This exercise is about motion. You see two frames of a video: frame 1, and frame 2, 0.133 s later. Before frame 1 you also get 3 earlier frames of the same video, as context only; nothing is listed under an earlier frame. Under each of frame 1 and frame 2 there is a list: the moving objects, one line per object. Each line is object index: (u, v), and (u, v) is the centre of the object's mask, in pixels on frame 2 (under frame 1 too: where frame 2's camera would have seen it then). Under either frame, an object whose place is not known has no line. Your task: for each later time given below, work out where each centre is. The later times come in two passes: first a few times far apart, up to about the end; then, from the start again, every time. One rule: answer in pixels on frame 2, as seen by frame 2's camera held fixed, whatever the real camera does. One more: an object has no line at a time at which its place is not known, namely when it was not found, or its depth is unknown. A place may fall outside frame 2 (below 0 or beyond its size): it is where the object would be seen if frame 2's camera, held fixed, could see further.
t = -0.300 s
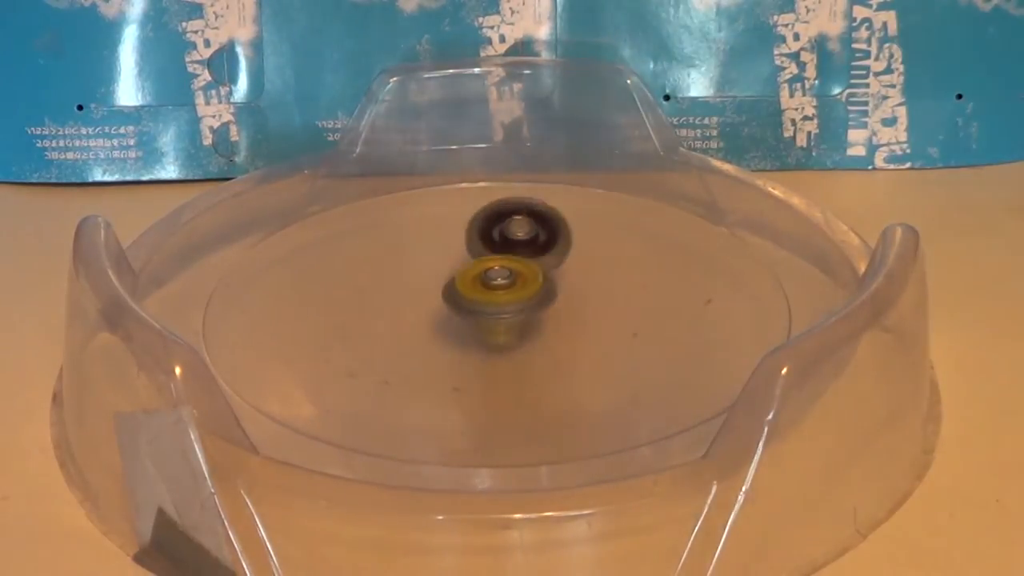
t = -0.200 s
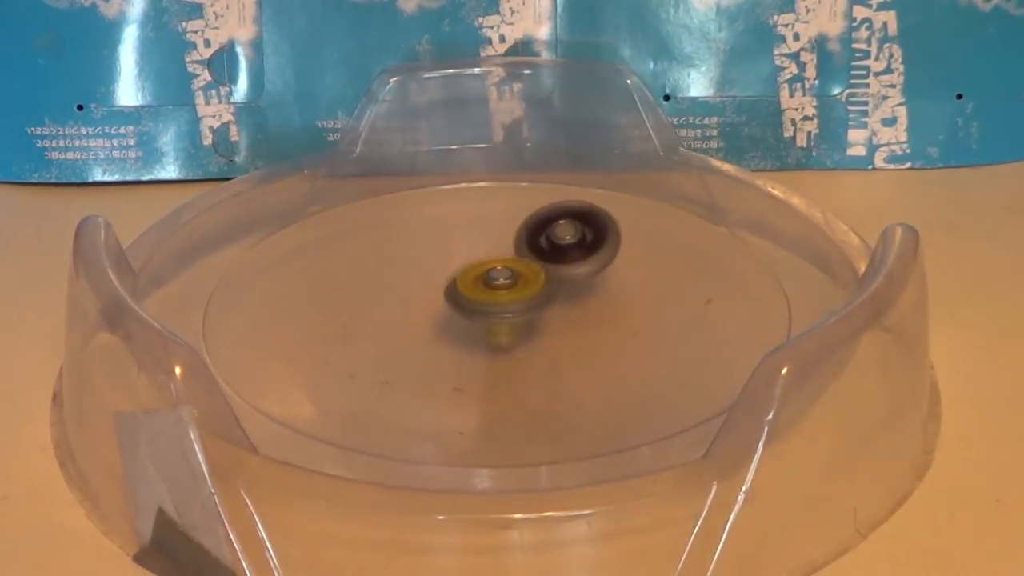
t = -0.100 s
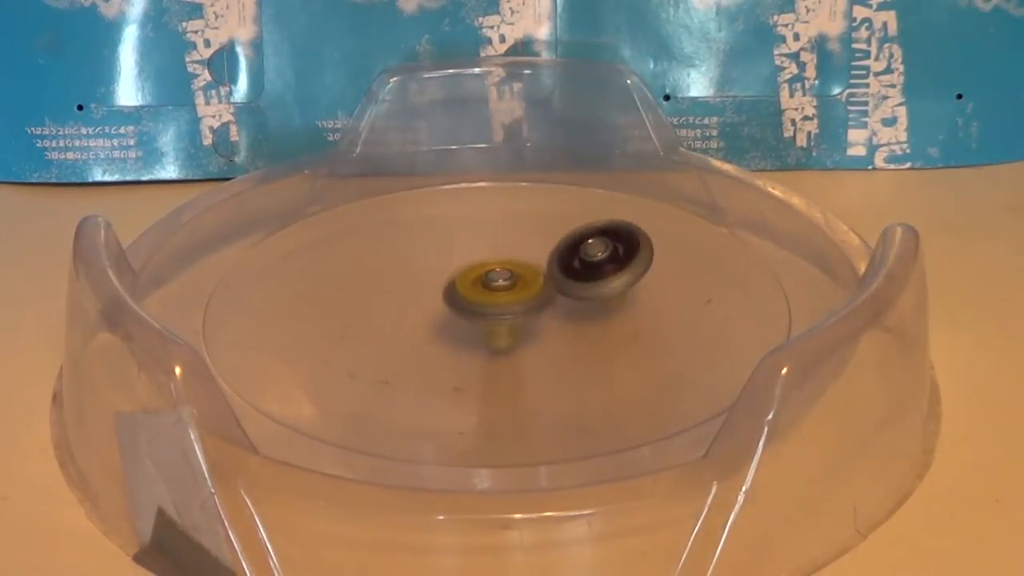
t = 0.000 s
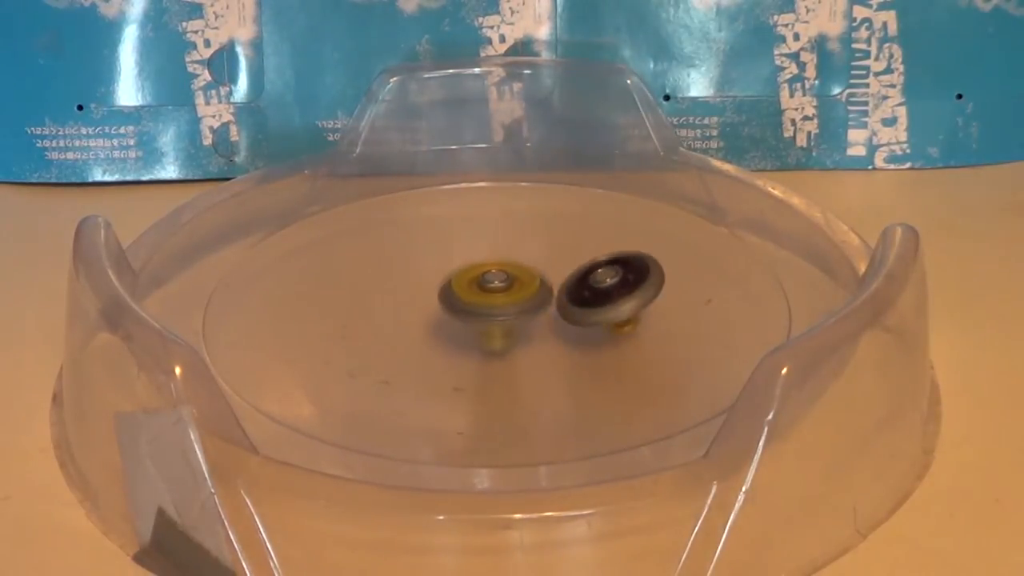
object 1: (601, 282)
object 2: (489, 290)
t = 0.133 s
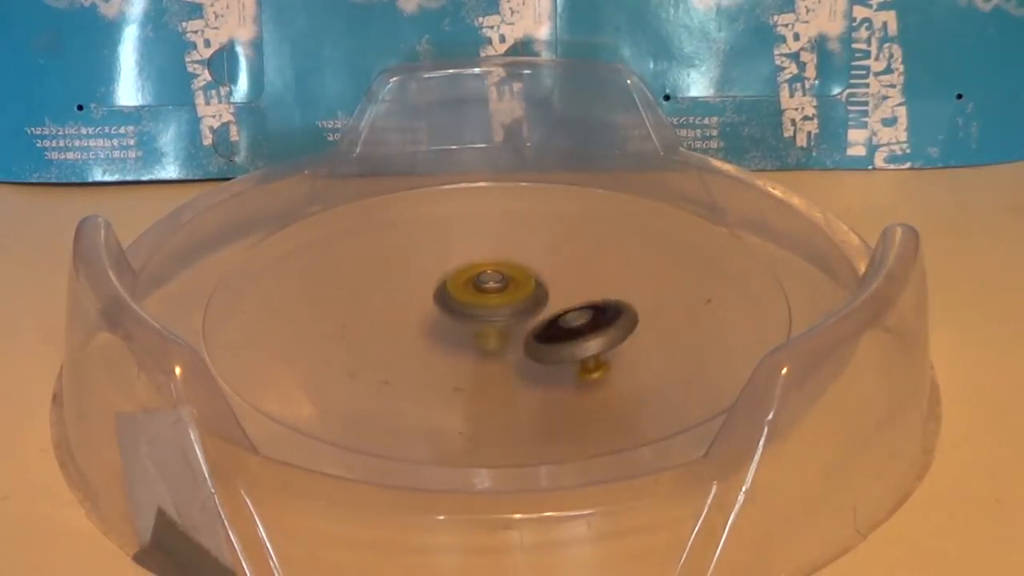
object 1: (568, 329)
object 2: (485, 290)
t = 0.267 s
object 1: (493, 356)
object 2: (490, 293)
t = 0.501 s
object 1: (387, 326)
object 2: (495, 288)
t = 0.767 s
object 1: (427, 255)
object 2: (491, 290)
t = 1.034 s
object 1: (552, 240)
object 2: (488, 290)
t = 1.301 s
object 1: (577, 316)
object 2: (481, 291)
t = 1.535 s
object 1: (458, 350)
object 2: (480, 288)
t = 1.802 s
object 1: (388, 300)
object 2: (503, 293)
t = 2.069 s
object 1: (484, 243)
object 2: (497, 288)
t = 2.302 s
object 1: (556, 283)
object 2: (452, 287)
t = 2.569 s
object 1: (478, 348)
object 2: (460, 282)
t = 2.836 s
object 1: (402, 331)
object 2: (492, 281)
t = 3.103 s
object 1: (453, 235)
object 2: (516, 276)
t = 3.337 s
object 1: (570, 244)
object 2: (481, 282)
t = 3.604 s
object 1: (548, 343)
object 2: (480, 281)
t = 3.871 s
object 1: (404, 337)
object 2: (477, 298)
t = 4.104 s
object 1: (387, 269)
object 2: (530, 288)
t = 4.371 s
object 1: (443, 251)
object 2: (510, 285)
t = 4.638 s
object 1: (506, 243)
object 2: (513, 293)
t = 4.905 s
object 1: (566, 270)
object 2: (456, 284)
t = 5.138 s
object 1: (581, 299)
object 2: (481, 298)
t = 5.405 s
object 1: (522, 338)
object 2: (463, 282)
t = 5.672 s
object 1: (466, 338)
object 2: (540, 285)
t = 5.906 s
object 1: (409, 285)
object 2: (494, 267)
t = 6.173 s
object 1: (459, 255)
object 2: (619, 297)
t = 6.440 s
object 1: (496, 262)
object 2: (396, 274)
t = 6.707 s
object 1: (615, 300)
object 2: (532, 289)
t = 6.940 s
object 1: (530, 333)
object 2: (438, 303)
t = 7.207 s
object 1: (415, 337)
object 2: (533, 298)
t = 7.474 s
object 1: (409, 316)
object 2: (480, 284)
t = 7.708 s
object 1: (417, 272)
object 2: (550, 278)
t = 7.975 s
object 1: (443, 240)
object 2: (636, 284)
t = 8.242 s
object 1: (458, 243)
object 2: (603, 280)
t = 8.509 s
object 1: (502, 270)
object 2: (576, 267)
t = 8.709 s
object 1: (495, 302)
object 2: (578, 281)
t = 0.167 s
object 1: (553, 337)
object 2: (485, 290)
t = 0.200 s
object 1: (535, 345)
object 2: (490, 293)
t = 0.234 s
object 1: (515, 351)
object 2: (491, 293)
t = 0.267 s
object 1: (493, 356)
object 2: (490, 293)
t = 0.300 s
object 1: (472, 356)
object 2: (491, 292)
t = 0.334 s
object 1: (449, 355)
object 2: (493, 292)
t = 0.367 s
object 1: (433, 353)
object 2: (492, 291)
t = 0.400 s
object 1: (419, 348)
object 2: (491, 288)
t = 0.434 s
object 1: (406, 342)
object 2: (493, 288)
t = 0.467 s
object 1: (397, 334)
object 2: (494, 288)
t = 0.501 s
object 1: (387, 326)
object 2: (495, 288)
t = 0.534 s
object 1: (380, 318)
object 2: (496, 288)
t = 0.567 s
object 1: (378, 308)
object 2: (496, 289)
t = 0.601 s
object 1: (380, 298)
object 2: (496, 289)
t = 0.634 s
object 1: (385, 288)
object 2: (497, 289)
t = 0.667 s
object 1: (393, 278)
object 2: (496, 290)
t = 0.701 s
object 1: (402, 268)
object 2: (494, 290)
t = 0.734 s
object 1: (412, 260)
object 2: (493, 290)
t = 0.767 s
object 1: (427, 255)
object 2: (491, 290)
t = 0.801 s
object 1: (443, 247)
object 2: (492, 290)
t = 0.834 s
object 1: (453, 241)
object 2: (488, 291)
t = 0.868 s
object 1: (472, 237)
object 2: (488, 292)
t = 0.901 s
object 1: (491, 234)
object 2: (487, 290)
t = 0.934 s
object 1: (507, 233)
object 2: (487, 291)
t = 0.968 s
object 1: (523, 233)
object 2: (486, 290)
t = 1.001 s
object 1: (538, 236)
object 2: (486, 289)
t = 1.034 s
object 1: (552, 240)
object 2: (488, 290)
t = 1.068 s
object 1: (564, 246)
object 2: (489, 289)
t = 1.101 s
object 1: (574, 253)
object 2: (491, 288)
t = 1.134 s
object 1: (584, 262)
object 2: (493, 288)
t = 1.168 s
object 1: (589, 272)
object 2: (498, 289)
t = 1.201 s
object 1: (591, 284)
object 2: (497, 288)
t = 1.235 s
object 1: (590, 294)
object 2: (492, 289)
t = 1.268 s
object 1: (585, 305)
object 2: (481, 289)
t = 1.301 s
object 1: (577, 316)
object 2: (481, 291)
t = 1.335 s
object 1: (565, 325)
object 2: (480, 291)
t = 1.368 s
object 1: (552, 333)
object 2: (479, 292)
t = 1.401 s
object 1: (536, 340)
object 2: (479, 292)
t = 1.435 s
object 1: (518, 344)
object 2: (479, 292)
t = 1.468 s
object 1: (498, 349)
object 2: (479, 292)
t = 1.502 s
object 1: (479, 350)
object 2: (482, 291)
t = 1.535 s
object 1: (458, 350)
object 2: (480, 288)
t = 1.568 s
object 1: (441, 346)
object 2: (484, 287)
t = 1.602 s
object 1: (426, 342)
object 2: (487, 287)
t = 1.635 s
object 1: (412, 337)
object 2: (491, 287)
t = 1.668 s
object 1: (402, 330)
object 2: (496, 288)
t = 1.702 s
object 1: (395, 324)
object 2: (499, 289)
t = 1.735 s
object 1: (389, 315)
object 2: (501, 290)
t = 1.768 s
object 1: (387, 308)
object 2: (503, 291)
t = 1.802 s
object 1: (388, 300)
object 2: (503, 293)
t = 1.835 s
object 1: (393, 291)
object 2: (504, 293)
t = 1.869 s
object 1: (401, 283)
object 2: (505, 294)
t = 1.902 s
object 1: (411, 275)
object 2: (505, 293)
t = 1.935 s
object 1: (422, 266)
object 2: (503, 294)
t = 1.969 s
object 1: (435, 261)
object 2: (503, 293)
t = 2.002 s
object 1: (451, 253)
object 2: (501, 292)
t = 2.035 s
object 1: (469, 247)
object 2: (501, 292)
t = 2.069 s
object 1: (484, 243)
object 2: (497, 288)
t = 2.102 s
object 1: (505, 240)
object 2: (493, 289)
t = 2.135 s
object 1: (525, 240)
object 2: (492, 286)
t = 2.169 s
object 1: (541, 242)
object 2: (488, 284)
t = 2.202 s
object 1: (549, 247)
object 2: (477, 282)
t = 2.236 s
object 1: (553, 258)
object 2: (464, 285)
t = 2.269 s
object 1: (556, 270)
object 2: (458, 286)
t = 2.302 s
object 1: (556, 283)
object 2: (452, 287)
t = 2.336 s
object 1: (556, 294)
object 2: (445, 286)
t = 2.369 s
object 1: (552, 306)
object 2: (441, 285)
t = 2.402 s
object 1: (546, 316)
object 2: (438, 284)
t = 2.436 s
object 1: (536, 326)
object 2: (439, 283)
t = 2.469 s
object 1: (525, 334)
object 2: (442, 282)
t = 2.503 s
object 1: (511, 339)
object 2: (446, 281)
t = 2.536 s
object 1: (498, 343)
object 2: (454, 279)
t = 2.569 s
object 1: (478, 348)
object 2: (460, 282)
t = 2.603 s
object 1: (463, 349)
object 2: (467, 285)
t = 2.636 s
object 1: (446, 352)
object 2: (477, 283)
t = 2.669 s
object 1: (427, 359)
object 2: (490, 270)
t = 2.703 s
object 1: (417, 357)
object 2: (498, 268)
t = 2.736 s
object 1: (411, 351)
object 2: (497, 272)
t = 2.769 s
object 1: (407, 345)
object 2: (495, 275)
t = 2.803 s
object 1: (403, 338)
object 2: (491, 278)
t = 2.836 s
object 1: (402, 331)
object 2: (492, 281)
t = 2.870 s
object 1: (405, 321)
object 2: (487, 282)
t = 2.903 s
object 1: (398, 310)
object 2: (500, 276)
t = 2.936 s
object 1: (399, 294)
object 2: (513, 274)
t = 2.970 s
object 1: (408, 279)
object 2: (513, 274)
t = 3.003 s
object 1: (418, 265)
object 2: (514, 273)
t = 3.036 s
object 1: (429, 251)
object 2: (515, 274)
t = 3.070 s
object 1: (443, 243)
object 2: (516, 274)
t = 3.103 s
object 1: (453, 235)
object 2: (516, 276)
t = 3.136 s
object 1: (470, 231)
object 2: (511, 277)
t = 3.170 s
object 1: (490, 227)
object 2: (506, 279)
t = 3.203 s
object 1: (511, 224)
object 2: (503, 282)
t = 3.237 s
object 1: (529, 226)
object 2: (496, 283)
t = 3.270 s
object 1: (545, 229)
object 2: (489, 282)
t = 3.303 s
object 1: (560, 236)
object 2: (484, 282)
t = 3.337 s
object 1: (570, 244)
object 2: (481, 282)
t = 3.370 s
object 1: (580, 255)
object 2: (478, 282)
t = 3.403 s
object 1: (587, 266)
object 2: (476, 281)
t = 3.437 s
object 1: (591, 277)
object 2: (472, 278)
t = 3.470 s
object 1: (589, 291)
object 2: (472, 277)
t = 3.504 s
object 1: (585, 305)
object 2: (476, 280)
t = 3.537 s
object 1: (576, 319)
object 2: (476, 280)
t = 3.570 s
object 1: (565, 330)
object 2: (478, 279)
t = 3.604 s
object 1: (548, 343)
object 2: (480, 281)
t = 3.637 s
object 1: (531, 350)
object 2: (483, 283)
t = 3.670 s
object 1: (510, 355)
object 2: (485, 286)
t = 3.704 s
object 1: (488, 359)
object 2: (487, 288)
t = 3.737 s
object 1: (468, 359)
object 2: (485, 290)
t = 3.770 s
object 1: (448, 356)
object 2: (481, 292)
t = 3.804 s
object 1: (432, 350)
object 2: (481, 294)
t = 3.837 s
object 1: (417, 344)
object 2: (479, 295)
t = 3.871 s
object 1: (404, 337)
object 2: (477, 298)
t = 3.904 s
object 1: (398, 324)
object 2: (480, 294)
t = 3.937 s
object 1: (383, 308)
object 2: (505, 288)
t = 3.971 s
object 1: (377, 292)
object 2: (515, 286)
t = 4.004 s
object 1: (378, 279)
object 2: (524, 288)
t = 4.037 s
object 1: (382, 273)
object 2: (523, 286)
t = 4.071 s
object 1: (385, 270)
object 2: (528, 287)
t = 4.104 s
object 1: (387, 269)
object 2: (530, 288)
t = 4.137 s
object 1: (389, 269)
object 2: (528, 290)
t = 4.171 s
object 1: (393, 269)
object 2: (529, 290)
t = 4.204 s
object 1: (398, 267)
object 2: (522, 290)
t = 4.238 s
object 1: (409, 265)
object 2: (521, 290)
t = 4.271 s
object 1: (418, 261)
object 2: (519, 289)
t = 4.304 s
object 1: (428, 258)
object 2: (517, 288)
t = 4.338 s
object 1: (437, 258)
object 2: (512, 286)
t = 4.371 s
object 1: (443, 251)
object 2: (510, 285)
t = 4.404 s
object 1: (449, 248)
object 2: (509, 281)
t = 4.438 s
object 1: (455, 246)
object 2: (512, 277)
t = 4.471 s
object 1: (464, 244)
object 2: (513, 278)
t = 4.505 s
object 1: (473, 242)
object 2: (518, 273)
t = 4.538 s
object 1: (481, 241)
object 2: (518, 276)
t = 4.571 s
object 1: (488, 242)
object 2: (520, 283)
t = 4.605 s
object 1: (503, 241)
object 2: (517, 289)
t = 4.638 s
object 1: (506, 243)
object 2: (513, 293)
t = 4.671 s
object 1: (515, 246)
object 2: (509, 297)
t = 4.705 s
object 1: (524, 249)
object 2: (500, 299)
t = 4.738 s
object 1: (530, 251)
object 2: (489, 300)
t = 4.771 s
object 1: (535, 254)
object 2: (478, 298)
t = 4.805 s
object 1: (542, 257)
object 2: (471, 295)
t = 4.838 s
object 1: (548, 261)
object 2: (467, 291)
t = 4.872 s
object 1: (554, 264)
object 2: (468, 286)
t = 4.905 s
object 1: (566, 270)
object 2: (456, 284)
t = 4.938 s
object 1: (576, 277)
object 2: (461, 282)
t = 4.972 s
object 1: (581, 283)
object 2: (465, 282)
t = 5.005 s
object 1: (582, 288)
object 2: (470, 284)
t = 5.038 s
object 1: (584, 291)
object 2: (474, 285)
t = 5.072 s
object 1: (586, 293)
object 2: (480, 289)
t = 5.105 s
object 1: (584, 296)
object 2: (480, 293)
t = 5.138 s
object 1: (581, 299)
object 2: (481, 298)
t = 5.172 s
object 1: (580, 302)
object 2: (484, 299)
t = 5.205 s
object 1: (577, 305)
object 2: (479, 301)
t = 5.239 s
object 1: (573, 308)
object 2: (478, 301)
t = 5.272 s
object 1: (570, 311)
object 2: (474, 300)
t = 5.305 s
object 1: (566, 319)
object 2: (464, 298)
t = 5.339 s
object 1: (554, 324)
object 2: (460, 293)
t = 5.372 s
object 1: (540, 331)
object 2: (459, 287)
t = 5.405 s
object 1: (522, 338)
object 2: (463, 282)
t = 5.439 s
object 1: (508, 343)
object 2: (471, 278)
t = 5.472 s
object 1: (495, 347)
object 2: (483, 273)
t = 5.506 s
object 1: (492, 348)
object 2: (497, 273)
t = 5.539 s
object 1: (491, 347)
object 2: (513, 277)
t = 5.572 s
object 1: (494, 345)
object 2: (525, 282)
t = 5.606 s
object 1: (491, 342)
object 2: (531, 285)
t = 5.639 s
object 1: (476, 340)
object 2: (541, 282)
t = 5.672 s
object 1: (466, 338)
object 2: (540, 285)
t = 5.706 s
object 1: (453, 331)
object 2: (540, 284)
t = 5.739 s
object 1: (447, 326)
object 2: (534, 285)
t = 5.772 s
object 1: (443, 319)
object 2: (522, 286)
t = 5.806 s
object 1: (428, 312)
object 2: (511, 283)
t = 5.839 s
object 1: (418, 301)
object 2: (502, 278)
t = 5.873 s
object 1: (411, 292)
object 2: (497, 271)
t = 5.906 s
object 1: (409, 285)
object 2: (494, 267)
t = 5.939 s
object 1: (407, 281)
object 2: (496, 266)
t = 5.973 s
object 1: (408, 281)
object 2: (497, 267)
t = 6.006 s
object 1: (411, 279)
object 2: (511, 269)
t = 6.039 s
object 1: (419, 273)
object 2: (540, 275)
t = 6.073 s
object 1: (433, 269)
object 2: (573, 279)
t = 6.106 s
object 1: (443, 263)
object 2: (601, 281)
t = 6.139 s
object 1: (449, 257)
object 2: (617, 288)
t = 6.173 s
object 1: (459, 255)
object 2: (619, 297)
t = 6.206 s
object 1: (465, 255)
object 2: (604, 306)
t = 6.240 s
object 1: (466, 254)
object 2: (582, 313)
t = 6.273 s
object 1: (468, 254)
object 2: (547, 321)
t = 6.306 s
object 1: (470, 255)
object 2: (503, 323)
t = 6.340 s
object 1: (471, 256)
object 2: (460, 316)
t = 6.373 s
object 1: (476, 257)
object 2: (423, 303)
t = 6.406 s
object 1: (484, 258)
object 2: (402, 287)
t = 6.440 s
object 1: (496, 262)
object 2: (396, 274)
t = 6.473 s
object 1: (510, 267)
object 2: (405, 262)
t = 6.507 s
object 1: (525, 271)
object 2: (422, 251)
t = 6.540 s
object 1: (542, 278)
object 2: (451, 245)
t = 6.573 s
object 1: (575, 288)
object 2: (461, 240)
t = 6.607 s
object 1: (597, 298)
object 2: (482, 246)
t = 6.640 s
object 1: (612, 300)
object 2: (503, 259)
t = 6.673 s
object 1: (617, 301)
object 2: (520, 272)
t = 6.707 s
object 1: (615, 300)
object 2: (532, 289)
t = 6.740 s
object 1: (618, 305)
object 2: (515, 303)
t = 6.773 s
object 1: (615, 308)
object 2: (502, 313)
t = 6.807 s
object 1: (607, 310)
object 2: (479, 321)
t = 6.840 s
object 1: (595, 316)
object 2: (456, 323)
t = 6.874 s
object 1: (584, 321)
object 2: (443, 319)
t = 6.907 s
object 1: (557, 327)
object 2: (436, 312)
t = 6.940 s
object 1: (530, 333)
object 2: (438, 303)
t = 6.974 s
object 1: (512, 333)
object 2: (450, 292)
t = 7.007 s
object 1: (467, 341)
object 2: (472, 285)
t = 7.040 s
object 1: (447, 343)
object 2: (499, 281)
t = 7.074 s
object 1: (423, 339)
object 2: (522, 280)
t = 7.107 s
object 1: (420, 340)
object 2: (537, 284)
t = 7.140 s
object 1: (409, 334)
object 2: (543, 291)
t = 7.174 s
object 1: (416, 337)
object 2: (536, 297)
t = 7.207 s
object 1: (415, 337)
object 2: (533, 298)
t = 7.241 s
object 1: (411, 333)
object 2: (526, 300)
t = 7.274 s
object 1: (414, 333)
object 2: (515, 302)
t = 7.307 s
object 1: (417, 335)
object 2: (507, 303)
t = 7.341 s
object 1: (415, 333)
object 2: (499, 301)
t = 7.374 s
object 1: (410, 327)
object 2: (492, 298)
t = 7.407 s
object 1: (410, 325)
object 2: (488, 295)
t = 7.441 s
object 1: (409, 322)
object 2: (484, 290)
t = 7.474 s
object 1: (409, 316)
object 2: (480, 284)
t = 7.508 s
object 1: (411, 312)
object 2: (477, 281)
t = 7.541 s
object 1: (412, 307)
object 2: (484, 278)
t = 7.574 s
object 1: (412, 300)
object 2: (497, 273)
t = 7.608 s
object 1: (415, 295)
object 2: (506, 271)
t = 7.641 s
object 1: (418, 288)
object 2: (514, 271)
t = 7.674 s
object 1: (415, 280)
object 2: (534, 277)
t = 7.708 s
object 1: (417, 272)
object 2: (550, 278)
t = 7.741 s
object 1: (420, 266)
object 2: (566, 283)
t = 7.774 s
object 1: (423, 257)
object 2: (579, 282)
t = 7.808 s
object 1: (429, 254)
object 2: (592, 280)
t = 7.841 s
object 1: (431, 249)
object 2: (605, 283)
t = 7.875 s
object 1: (434, 244)
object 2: (616, 285)
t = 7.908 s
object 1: (438, 242)
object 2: (624, 284)
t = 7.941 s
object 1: (439, 240)
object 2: (631, 284)
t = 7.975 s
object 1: (443, 240)
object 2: (636, 284)
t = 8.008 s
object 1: (443, 239)
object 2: (639, 285)
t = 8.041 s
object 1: (442, 240)
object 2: (641, 285)
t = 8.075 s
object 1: (444, 239)
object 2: (639, 285)
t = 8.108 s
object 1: (440, 240)
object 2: (636, 284)
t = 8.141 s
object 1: (445, 240)
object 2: (630, 283)
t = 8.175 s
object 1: (447, 241)
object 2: (623, 283)
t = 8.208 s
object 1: (447, 242)
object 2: (613, 282)
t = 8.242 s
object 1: (458, 243)
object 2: (603, 280)
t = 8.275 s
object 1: (465, 245)
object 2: (594, 278)
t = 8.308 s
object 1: (476, 249)
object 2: (586, 276)
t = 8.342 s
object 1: (486, 254)
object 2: (576, 273)
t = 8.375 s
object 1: (496, 257)
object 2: (571, 269)
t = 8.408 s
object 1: (502, 260)
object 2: (573, 265)
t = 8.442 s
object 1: (500, 264)
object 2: (575, 263)
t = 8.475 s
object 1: (502, 267)
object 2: (575, 265)
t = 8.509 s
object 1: (502, 270)
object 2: (576, 267)
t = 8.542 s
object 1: (499, 279)
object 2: (576, 272)
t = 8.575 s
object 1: (501, 280)
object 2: (577, 276)
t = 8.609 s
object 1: (498, 286)
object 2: (578, 279)
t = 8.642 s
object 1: (499, 290)
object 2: (580, 280)
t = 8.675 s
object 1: (494, 297)
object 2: (579, 282)
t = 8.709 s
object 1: (495, 302)
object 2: (578, 281)
